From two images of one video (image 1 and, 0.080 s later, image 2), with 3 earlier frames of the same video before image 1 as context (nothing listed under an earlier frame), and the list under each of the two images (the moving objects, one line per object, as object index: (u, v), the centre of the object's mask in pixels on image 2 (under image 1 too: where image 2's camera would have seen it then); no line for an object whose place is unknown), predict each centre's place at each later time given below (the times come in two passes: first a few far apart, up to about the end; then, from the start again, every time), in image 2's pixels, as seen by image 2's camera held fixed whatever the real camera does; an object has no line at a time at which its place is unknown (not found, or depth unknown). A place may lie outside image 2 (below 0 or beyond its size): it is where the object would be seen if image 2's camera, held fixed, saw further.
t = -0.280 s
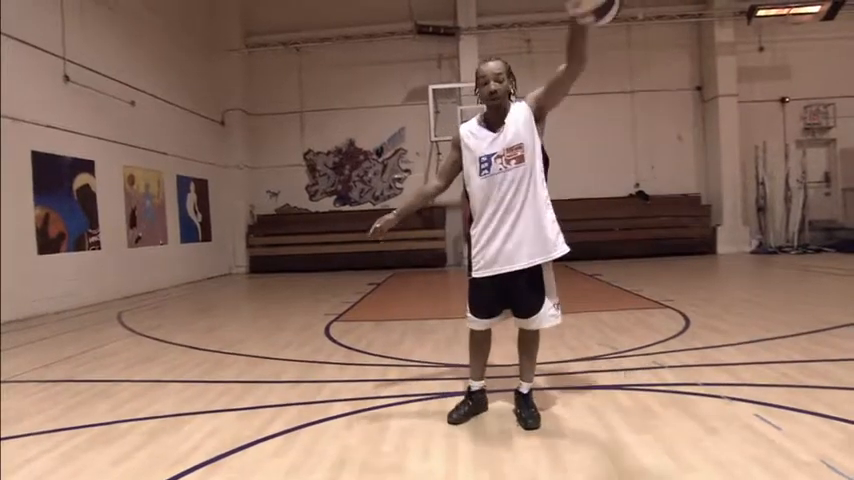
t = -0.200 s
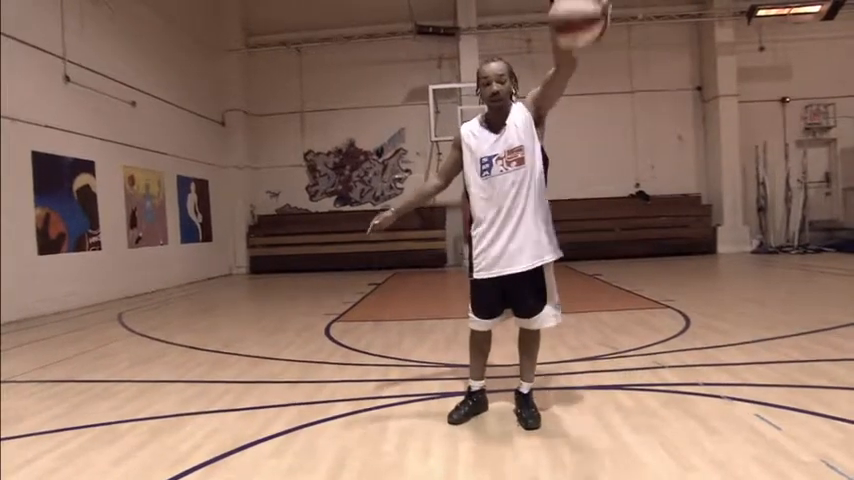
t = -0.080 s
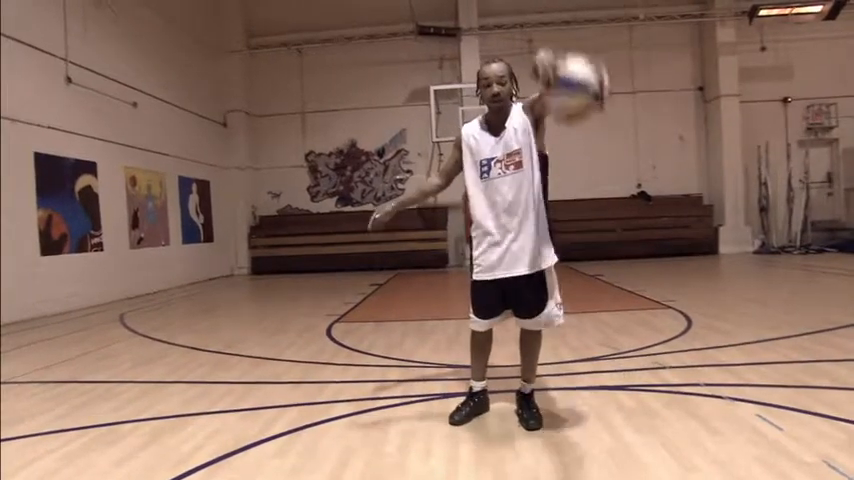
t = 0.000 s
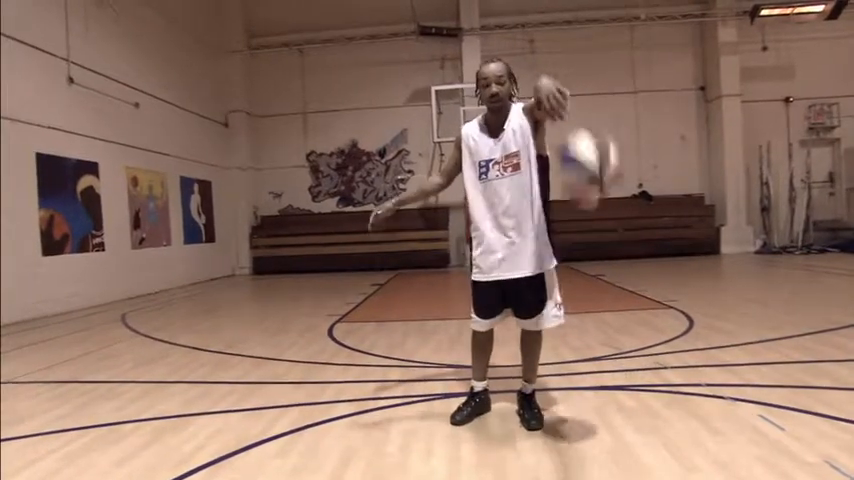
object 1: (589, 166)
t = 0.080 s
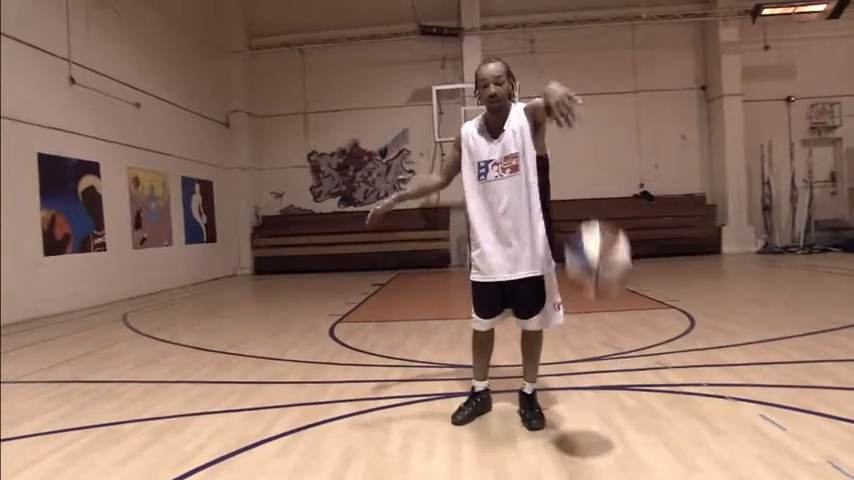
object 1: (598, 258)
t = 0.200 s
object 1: (610, 422)
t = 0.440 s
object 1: (626, 262)
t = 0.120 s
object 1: (604, 310)
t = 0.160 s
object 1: (607, 362)
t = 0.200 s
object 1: (610, 422)
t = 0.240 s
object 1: (611, 444)
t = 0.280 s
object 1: (616, 401)
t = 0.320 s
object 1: (617, 360)
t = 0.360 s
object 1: (619, 322)
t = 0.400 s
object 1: (623, 289)
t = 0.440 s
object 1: (626, 262)
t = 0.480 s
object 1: (627, 239)
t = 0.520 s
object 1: (629, 220)
